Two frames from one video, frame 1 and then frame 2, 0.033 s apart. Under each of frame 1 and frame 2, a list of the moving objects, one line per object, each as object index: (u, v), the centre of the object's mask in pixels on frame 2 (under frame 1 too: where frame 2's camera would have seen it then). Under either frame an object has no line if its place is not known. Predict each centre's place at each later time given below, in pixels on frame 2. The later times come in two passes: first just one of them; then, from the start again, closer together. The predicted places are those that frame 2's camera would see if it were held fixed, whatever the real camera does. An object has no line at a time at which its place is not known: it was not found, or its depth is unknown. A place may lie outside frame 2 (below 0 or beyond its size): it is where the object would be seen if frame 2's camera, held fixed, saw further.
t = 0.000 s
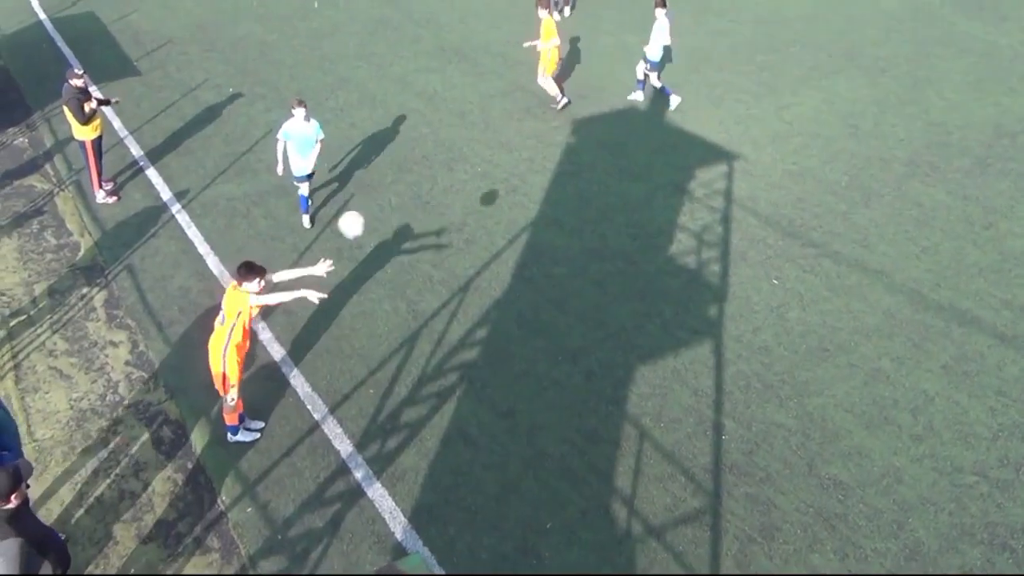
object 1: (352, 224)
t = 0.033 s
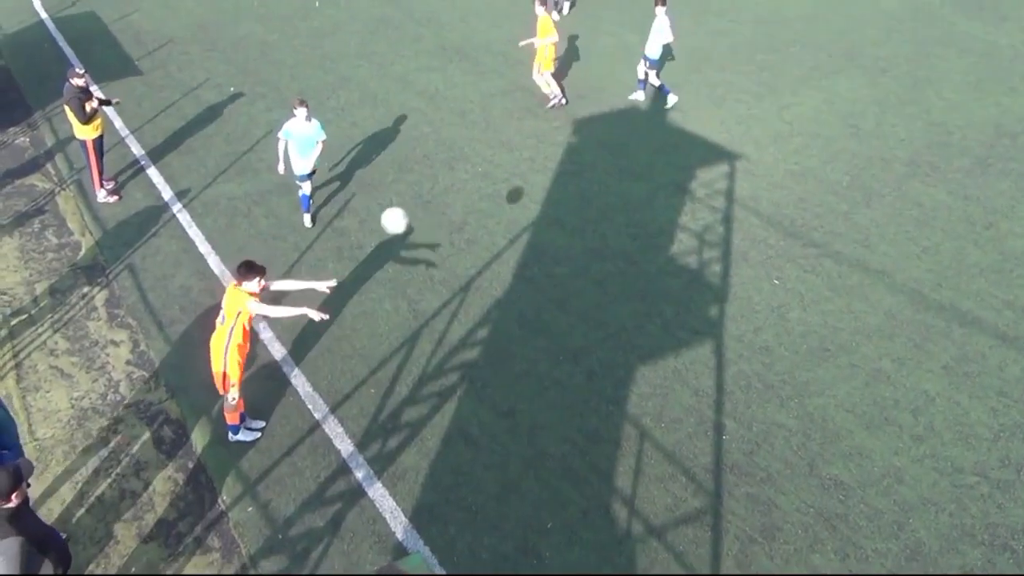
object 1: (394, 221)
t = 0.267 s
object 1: (674, 230)
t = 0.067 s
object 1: (435, 218)
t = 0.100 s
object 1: (477, 216)
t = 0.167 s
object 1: (557, 217)
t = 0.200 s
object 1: (596, 220)
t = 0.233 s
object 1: (635, 224)
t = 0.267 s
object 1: (674, 230)
